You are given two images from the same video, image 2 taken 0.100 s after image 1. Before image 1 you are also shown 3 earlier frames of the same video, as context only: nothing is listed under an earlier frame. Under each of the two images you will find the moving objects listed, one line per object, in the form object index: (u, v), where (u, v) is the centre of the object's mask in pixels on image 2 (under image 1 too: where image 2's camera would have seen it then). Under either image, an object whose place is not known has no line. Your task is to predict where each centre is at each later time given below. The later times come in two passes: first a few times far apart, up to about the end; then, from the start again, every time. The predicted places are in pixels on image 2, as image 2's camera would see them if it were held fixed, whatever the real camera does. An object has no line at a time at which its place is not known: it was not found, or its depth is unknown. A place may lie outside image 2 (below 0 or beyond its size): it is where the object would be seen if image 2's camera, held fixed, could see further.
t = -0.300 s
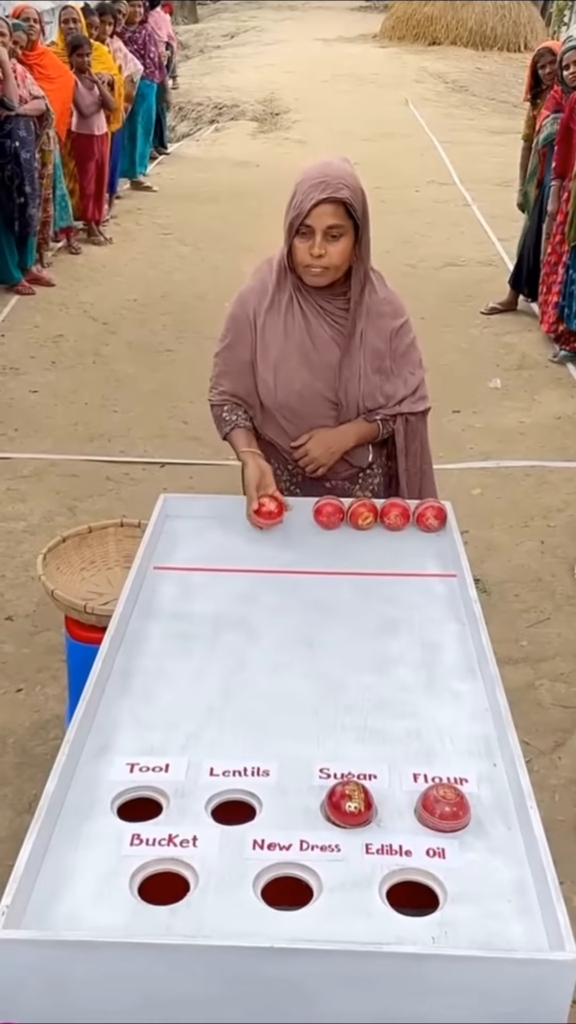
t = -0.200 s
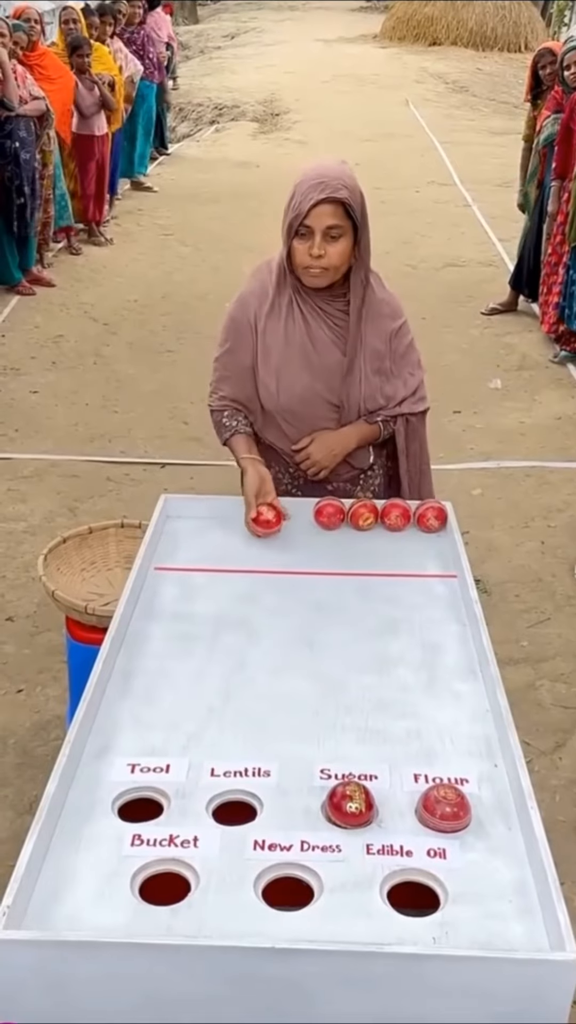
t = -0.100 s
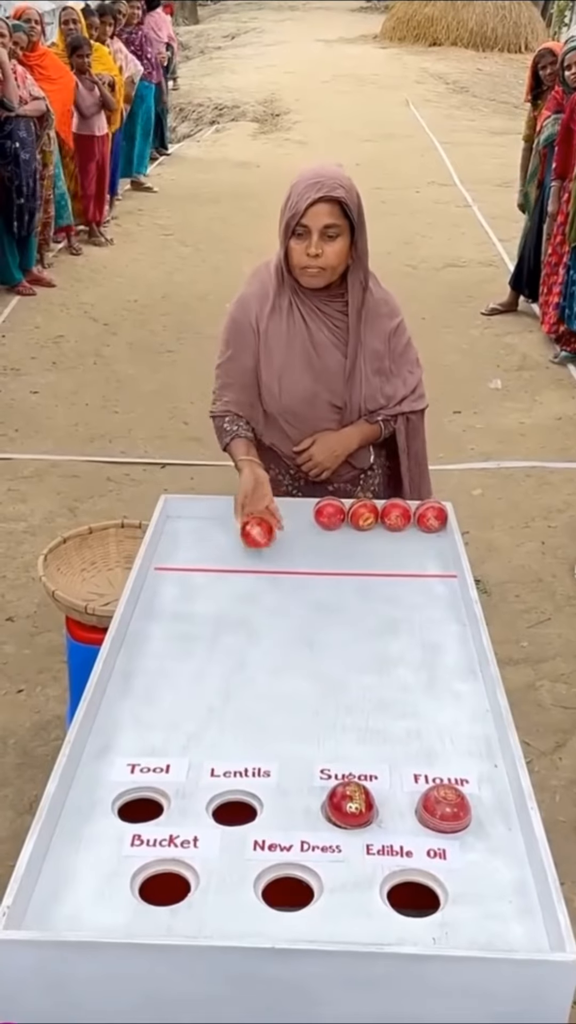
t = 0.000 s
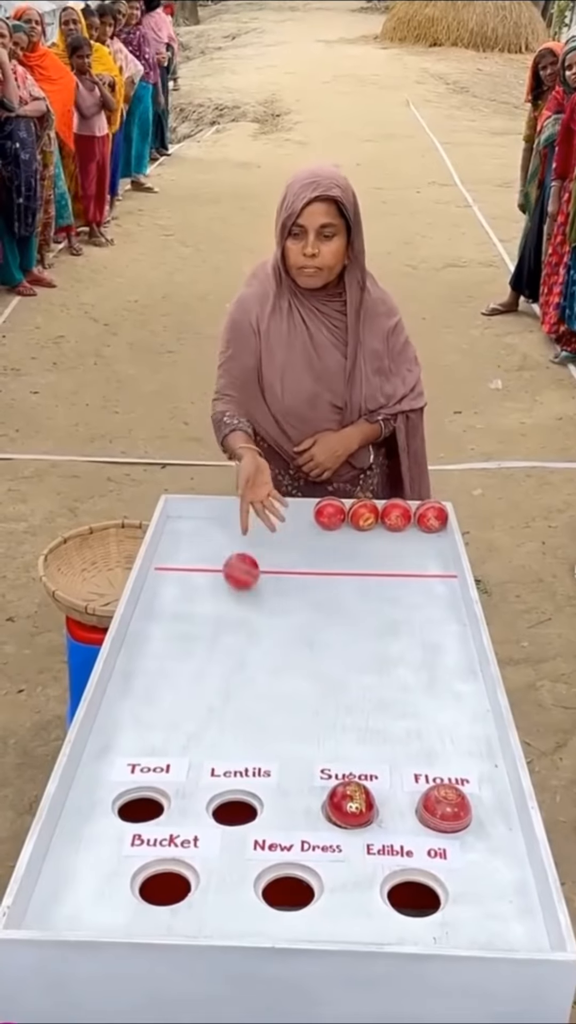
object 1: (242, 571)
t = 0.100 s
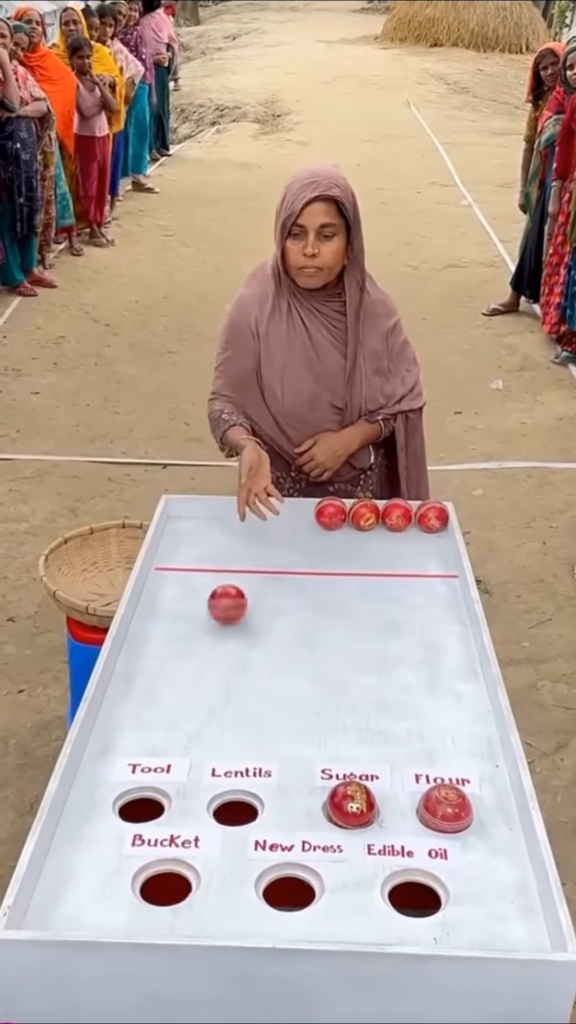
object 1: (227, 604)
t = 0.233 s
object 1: (215, 637)
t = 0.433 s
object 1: (196, 694)
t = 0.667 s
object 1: (181, 760)
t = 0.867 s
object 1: (179, 815)
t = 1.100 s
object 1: (175, 872)
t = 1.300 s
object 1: (162, 861)
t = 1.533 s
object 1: (166, 866)
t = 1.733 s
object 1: (163, 874)
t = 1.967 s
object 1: (165, 877)
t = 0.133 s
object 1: (225, 609)
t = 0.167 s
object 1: (221, 618)
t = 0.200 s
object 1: (218, 627)
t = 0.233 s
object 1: (215, 637)
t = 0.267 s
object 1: (211, 646)
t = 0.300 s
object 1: (208, 656)
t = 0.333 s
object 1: (205, 665)
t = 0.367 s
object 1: (201, 675)
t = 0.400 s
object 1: (198, 684)
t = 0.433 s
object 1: (196, 694)
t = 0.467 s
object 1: (193, 703)
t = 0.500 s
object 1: (191, 713)
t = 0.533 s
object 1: (189, 722)
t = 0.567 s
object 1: (186, 732)
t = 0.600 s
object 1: (184, 741)
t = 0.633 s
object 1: (183, 751)
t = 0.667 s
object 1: (181, 760)
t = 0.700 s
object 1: (180, 768)
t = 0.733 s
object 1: (179, 778)
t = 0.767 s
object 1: (179, 791)
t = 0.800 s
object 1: (179, 800)
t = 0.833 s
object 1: (179, 807)
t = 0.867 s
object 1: (179, 815)
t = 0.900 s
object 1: (179, 819)
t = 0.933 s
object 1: (179, 826)
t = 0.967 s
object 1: (181, 833)
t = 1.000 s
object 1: (182, 842)
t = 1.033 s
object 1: (183, 852)
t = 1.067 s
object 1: (181, 863)
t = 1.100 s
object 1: (175, 872)
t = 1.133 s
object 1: (165, 875)
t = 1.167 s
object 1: (156, 874)
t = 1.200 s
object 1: (151, 869)
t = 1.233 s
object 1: (151, 864)
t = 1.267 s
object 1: (155, 860)
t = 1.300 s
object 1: (162, 861)
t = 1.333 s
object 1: (171, 864)
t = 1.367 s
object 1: (176, 868)
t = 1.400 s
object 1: (174, 871)
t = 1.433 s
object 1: (170, 875)
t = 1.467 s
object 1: (161, 875)
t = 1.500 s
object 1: (161, 871)
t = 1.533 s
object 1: (166, 866)
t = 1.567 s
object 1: (171, 863)
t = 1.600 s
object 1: (174, 865)
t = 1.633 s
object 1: (174, 867)
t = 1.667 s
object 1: (172, 872)
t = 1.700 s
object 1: (166, 875)
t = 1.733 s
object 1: (163, 874)
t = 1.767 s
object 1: (166, 869)
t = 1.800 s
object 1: (168, 869)
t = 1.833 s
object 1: (167, 874)
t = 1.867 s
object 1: (165, 876)
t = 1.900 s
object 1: (166, 876)
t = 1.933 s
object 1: (166, 876)
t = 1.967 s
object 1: (165, 877)
